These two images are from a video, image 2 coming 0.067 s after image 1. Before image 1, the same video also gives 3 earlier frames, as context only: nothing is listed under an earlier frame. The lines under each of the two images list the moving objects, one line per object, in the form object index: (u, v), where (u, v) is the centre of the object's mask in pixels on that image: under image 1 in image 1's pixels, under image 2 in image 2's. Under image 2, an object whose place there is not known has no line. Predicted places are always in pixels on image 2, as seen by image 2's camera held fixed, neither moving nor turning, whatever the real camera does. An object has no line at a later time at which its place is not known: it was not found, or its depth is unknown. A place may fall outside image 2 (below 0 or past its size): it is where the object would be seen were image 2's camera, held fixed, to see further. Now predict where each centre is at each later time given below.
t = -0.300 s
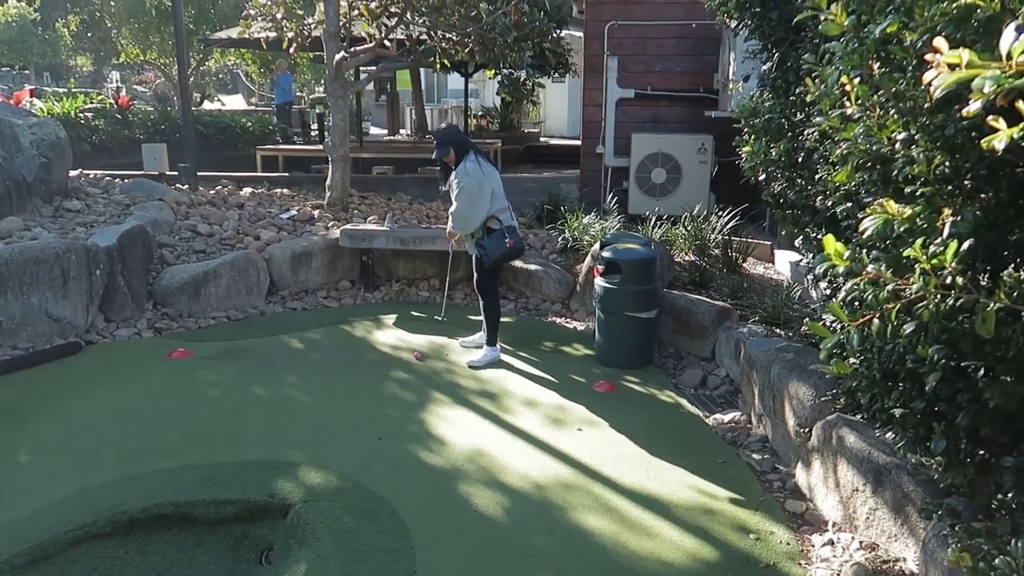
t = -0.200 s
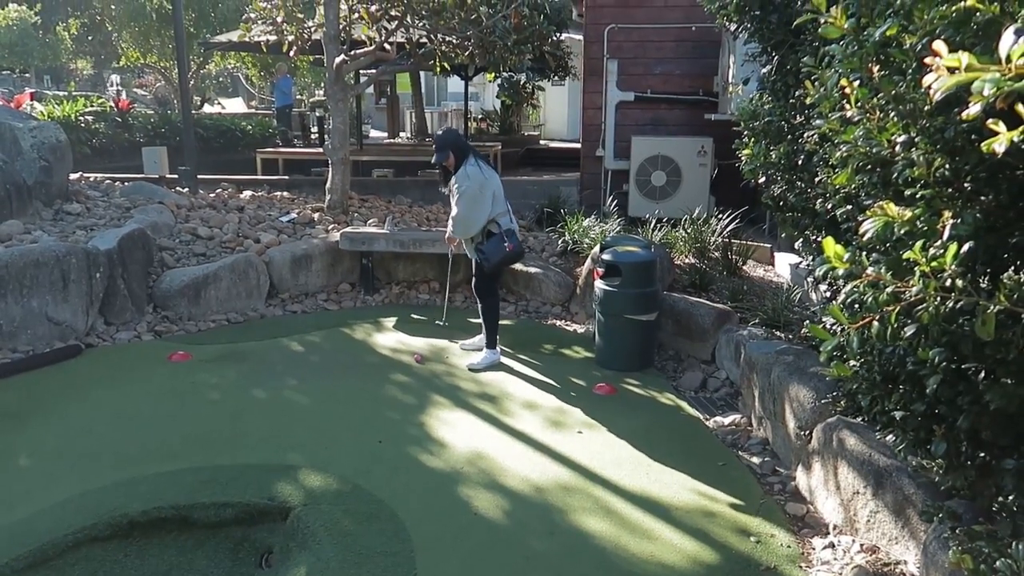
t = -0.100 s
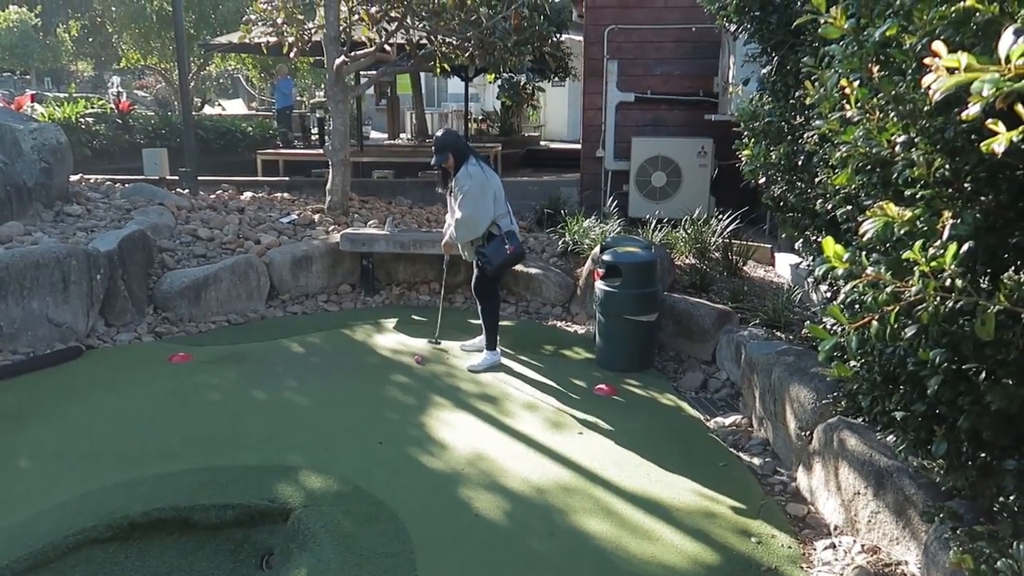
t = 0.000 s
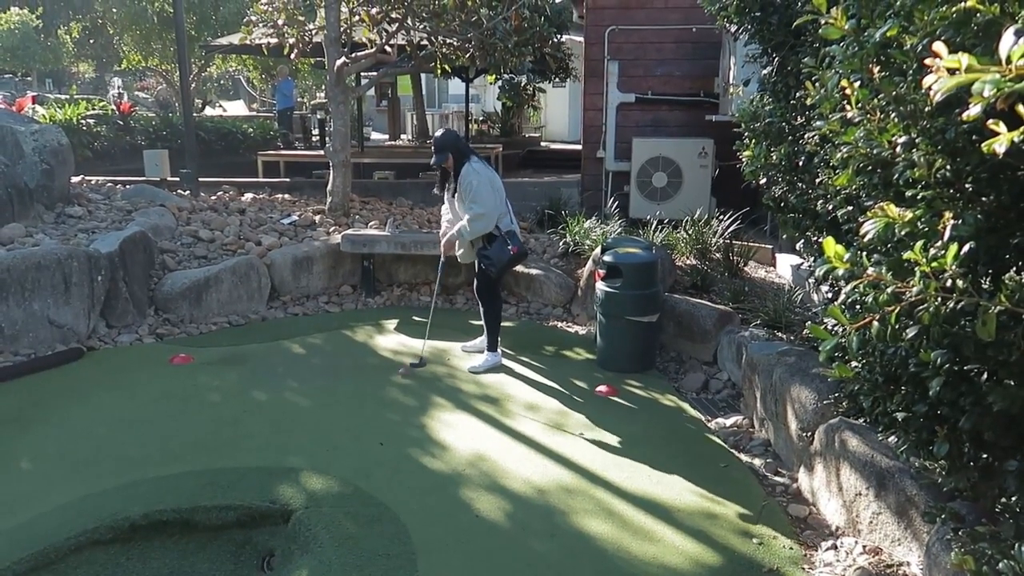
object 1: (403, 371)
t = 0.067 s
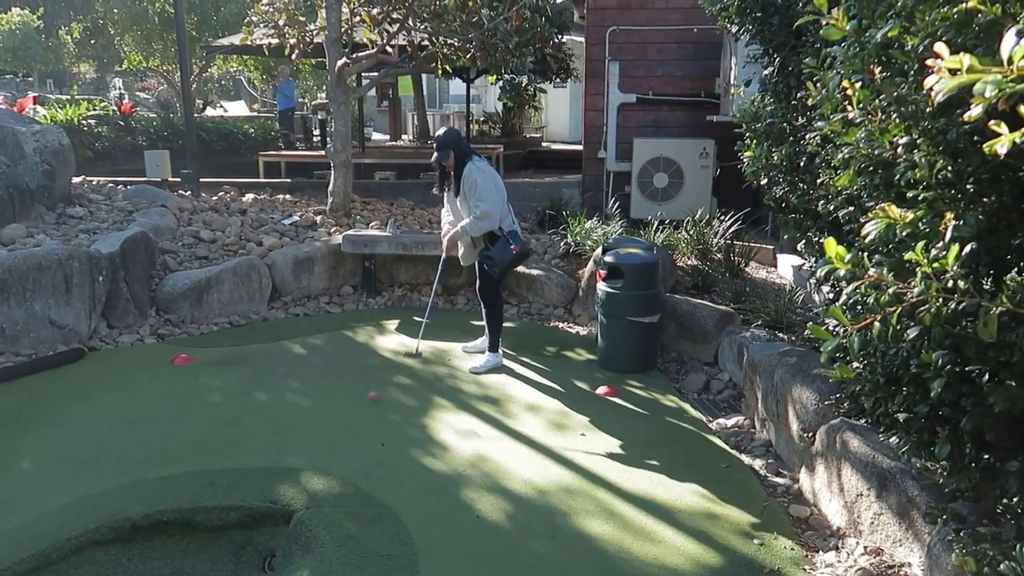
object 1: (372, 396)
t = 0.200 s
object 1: (292, 462)
